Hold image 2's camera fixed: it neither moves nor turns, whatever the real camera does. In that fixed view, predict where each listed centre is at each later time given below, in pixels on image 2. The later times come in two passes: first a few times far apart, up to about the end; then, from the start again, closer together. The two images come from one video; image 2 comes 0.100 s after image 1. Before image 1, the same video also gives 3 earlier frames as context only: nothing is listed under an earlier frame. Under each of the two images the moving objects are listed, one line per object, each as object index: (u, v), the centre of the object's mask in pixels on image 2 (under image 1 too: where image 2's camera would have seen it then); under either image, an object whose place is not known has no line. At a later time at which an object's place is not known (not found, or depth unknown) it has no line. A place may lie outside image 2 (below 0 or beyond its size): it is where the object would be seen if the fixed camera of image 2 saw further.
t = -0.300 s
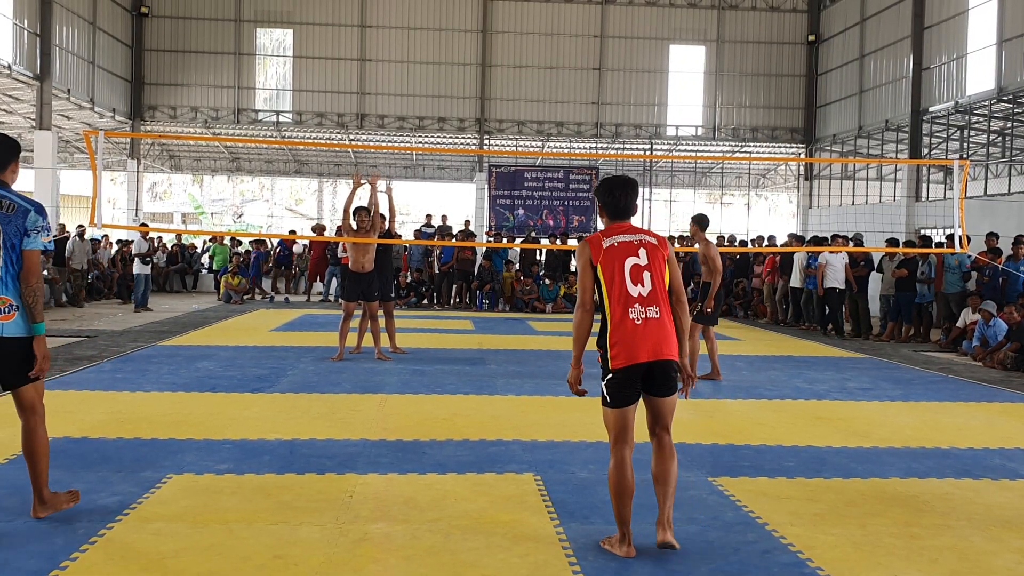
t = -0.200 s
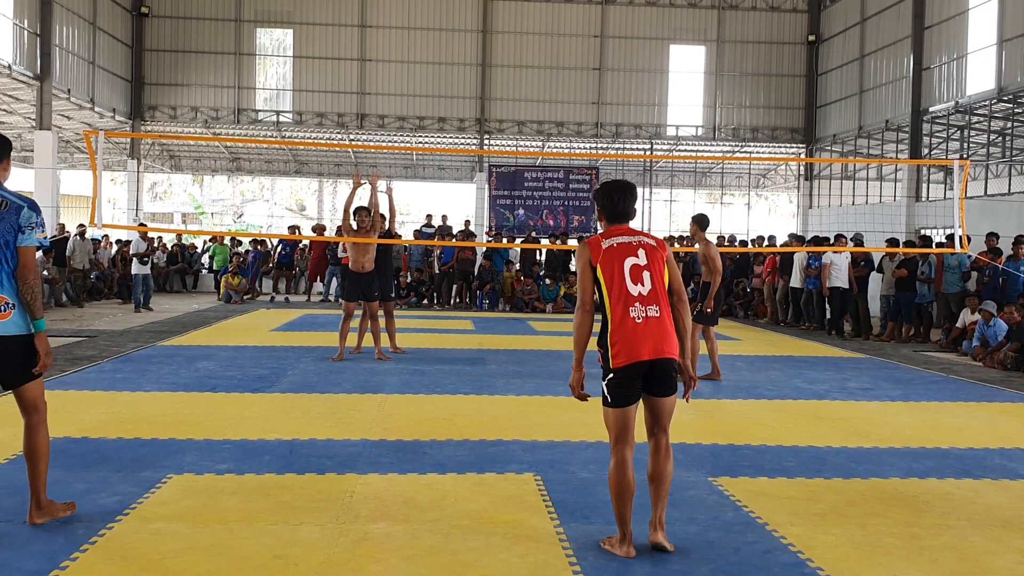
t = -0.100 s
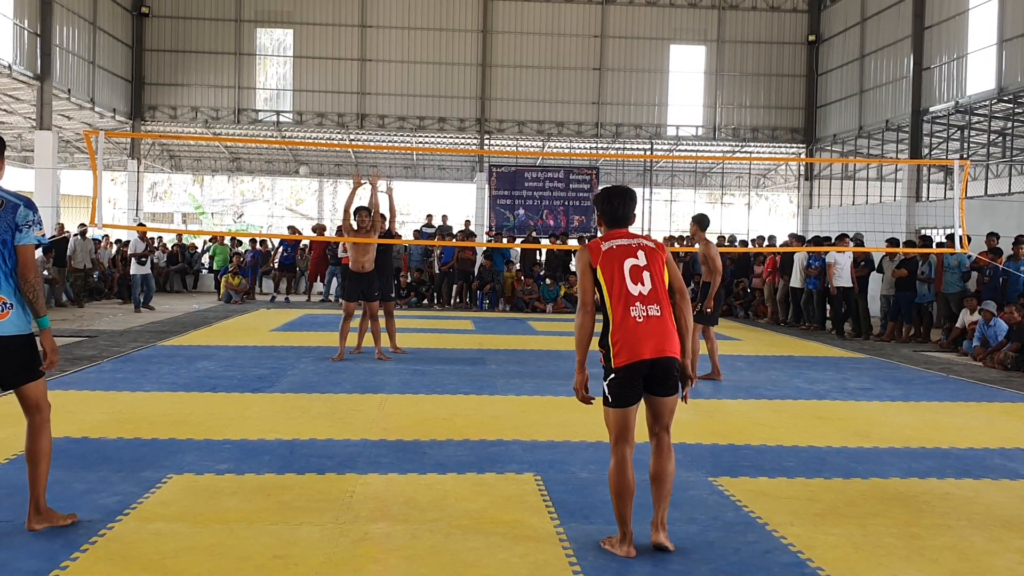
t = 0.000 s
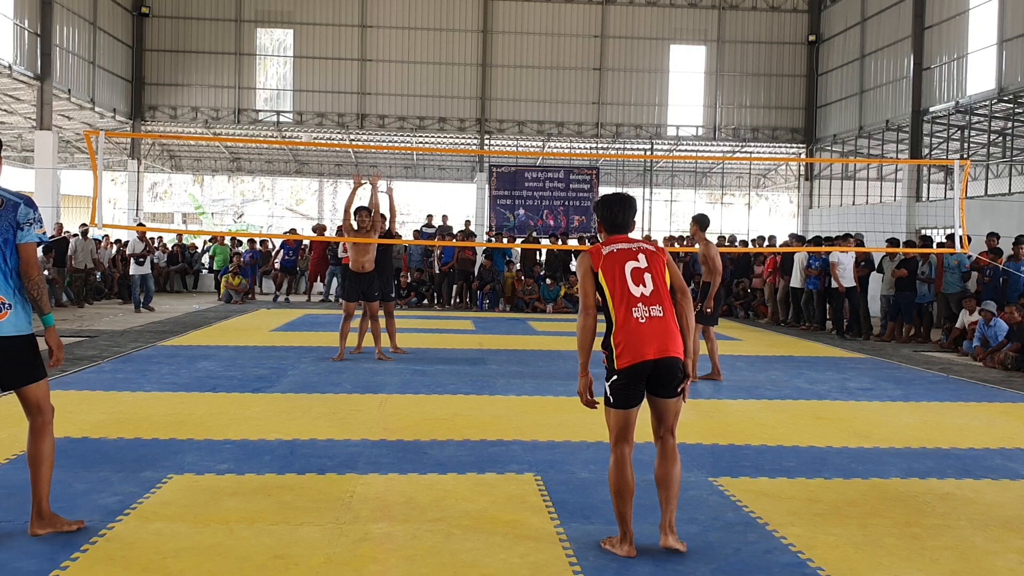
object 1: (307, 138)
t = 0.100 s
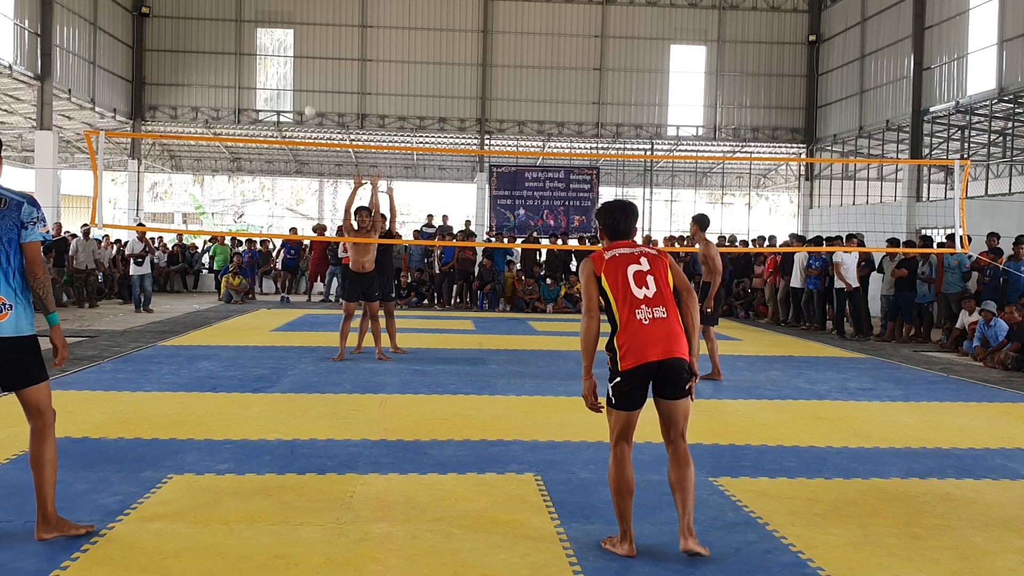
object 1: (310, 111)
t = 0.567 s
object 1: (322, 44)
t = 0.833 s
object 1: (328, 53)
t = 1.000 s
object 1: (332, 76)
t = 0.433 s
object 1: (319, 53)
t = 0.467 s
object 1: (319, 50)
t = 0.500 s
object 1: (320, 47)
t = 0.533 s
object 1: (321, 45)
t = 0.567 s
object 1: (322, 44)
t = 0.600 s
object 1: (323, 43)
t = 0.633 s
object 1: (324, 43)
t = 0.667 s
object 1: (324, 43)
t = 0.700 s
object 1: (325, 44)
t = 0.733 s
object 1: (326, 45)
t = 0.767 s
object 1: (327, 48)
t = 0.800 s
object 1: (328, 50)
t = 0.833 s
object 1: (328, 53)
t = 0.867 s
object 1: (329, 56)
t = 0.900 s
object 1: (330, 61)
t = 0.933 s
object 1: (331, 65)
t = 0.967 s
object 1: (331, 70)
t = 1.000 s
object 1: (332, 76)
